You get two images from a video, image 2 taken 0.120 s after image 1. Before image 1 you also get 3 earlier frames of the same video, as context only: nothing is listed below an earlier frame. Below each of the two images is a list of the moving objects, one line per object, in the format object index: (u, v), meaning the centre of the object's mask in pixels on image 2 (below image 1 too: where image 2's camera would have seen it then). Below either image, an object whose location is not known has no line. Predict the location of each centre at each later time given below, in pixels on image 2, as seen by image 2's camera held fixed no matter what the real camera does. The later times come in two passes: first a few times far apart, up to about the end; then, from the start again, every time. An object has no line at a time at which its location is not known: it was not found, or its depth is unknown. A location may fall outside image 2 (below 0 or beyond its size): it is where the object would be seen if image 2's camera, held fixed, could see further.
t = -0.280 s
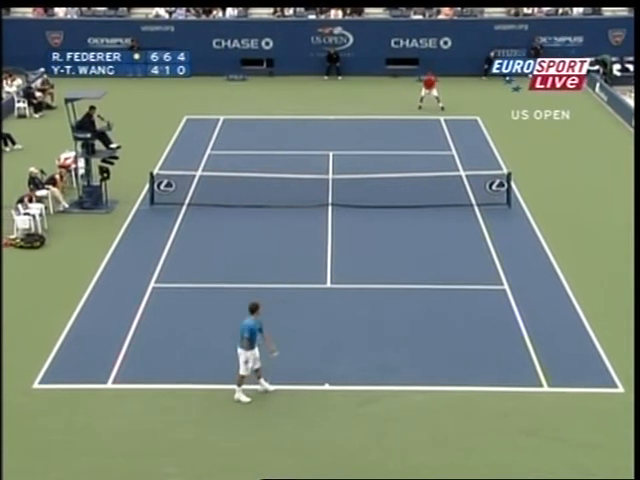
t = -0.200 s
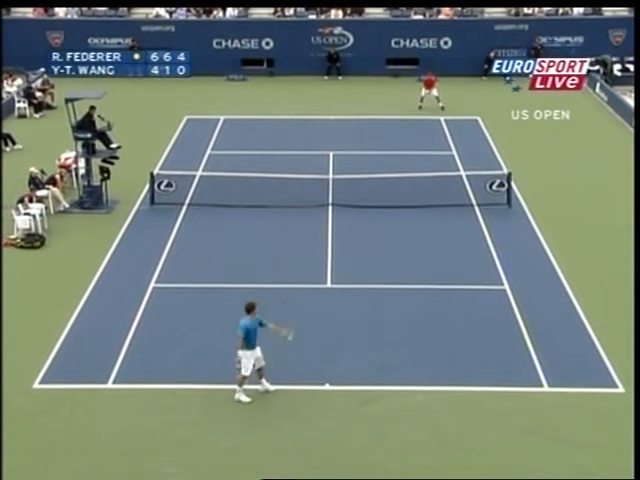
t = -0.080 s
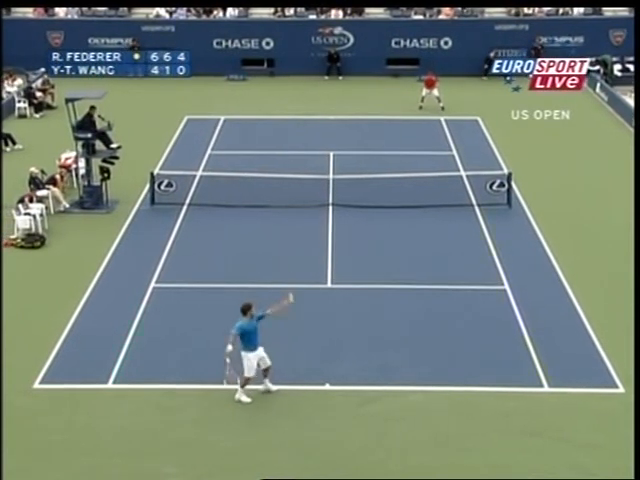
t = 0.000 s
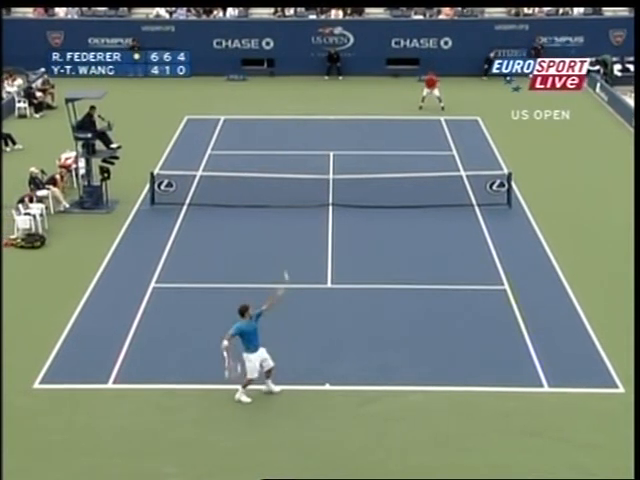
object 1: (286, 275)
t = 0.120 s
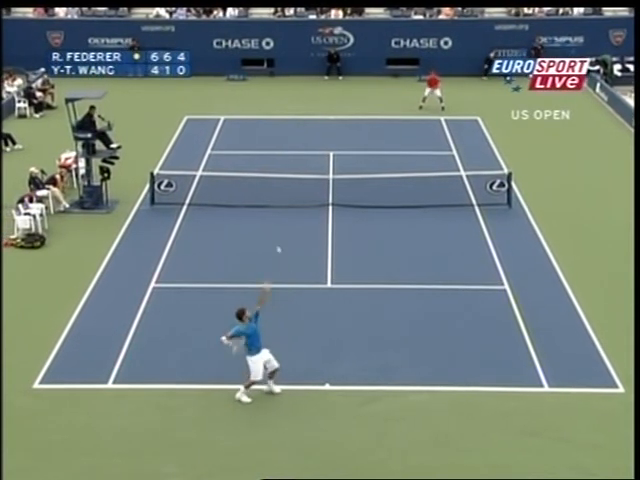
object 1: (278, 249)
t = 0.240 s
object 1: (271, 232)
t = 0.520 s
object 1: (256, 219)
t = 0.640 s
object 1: (250, 224)
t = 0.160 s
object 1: (276, 242)
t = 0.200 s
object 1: (273, 237)
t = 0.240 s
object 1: (271, 232)
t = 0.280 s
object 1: (269, 228)
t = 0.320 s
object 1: (266, 224)
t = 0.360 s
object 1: (264, 221)
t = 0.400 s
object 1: (262, 219)
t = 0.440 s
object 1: (259, 219)
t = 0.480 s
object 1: (258, 218)
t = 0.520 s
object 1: (256, 219)
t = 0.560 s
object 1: (254, 220)
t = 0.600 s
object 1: (252, 222)
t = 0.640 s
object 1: (250, 224)
